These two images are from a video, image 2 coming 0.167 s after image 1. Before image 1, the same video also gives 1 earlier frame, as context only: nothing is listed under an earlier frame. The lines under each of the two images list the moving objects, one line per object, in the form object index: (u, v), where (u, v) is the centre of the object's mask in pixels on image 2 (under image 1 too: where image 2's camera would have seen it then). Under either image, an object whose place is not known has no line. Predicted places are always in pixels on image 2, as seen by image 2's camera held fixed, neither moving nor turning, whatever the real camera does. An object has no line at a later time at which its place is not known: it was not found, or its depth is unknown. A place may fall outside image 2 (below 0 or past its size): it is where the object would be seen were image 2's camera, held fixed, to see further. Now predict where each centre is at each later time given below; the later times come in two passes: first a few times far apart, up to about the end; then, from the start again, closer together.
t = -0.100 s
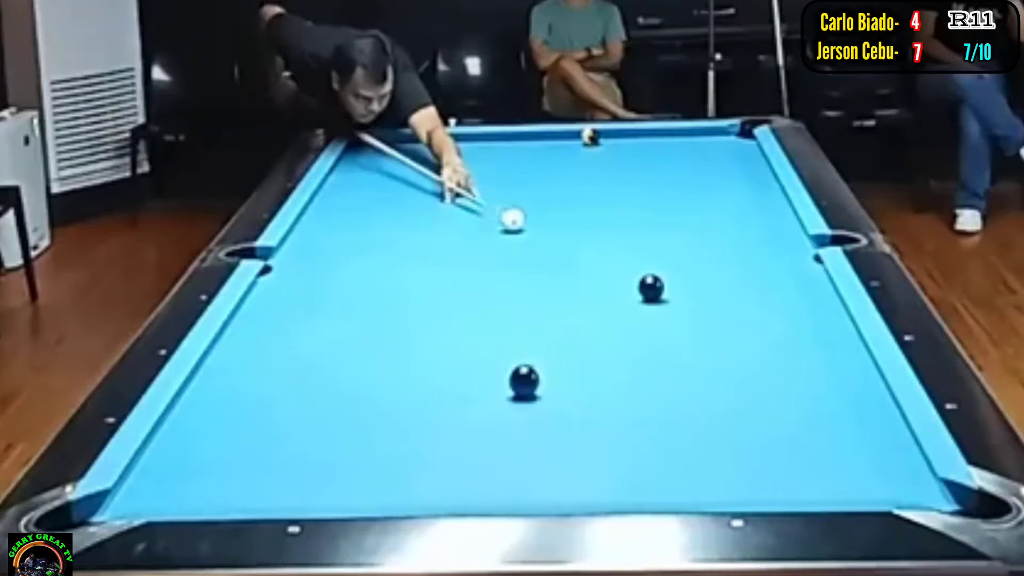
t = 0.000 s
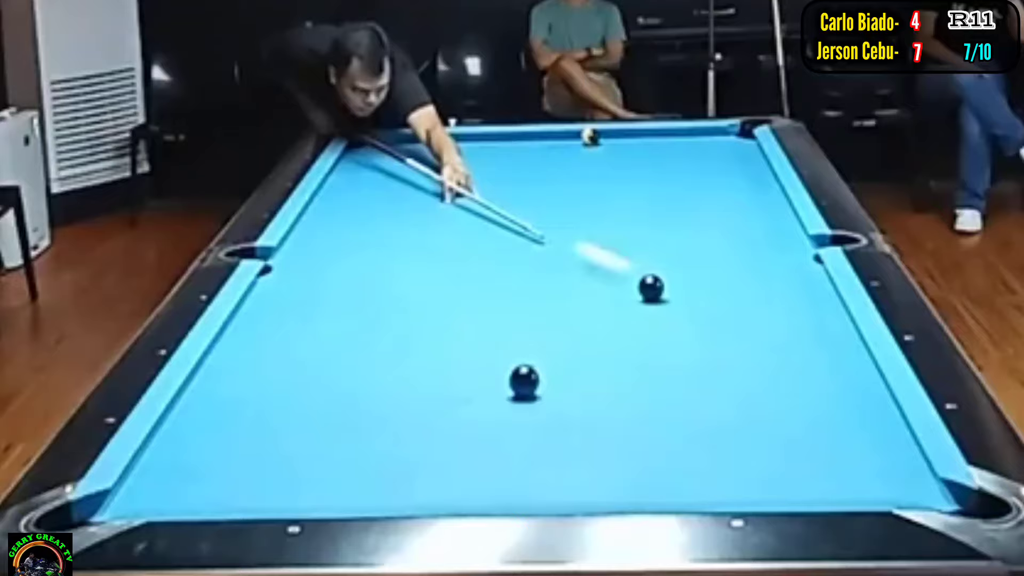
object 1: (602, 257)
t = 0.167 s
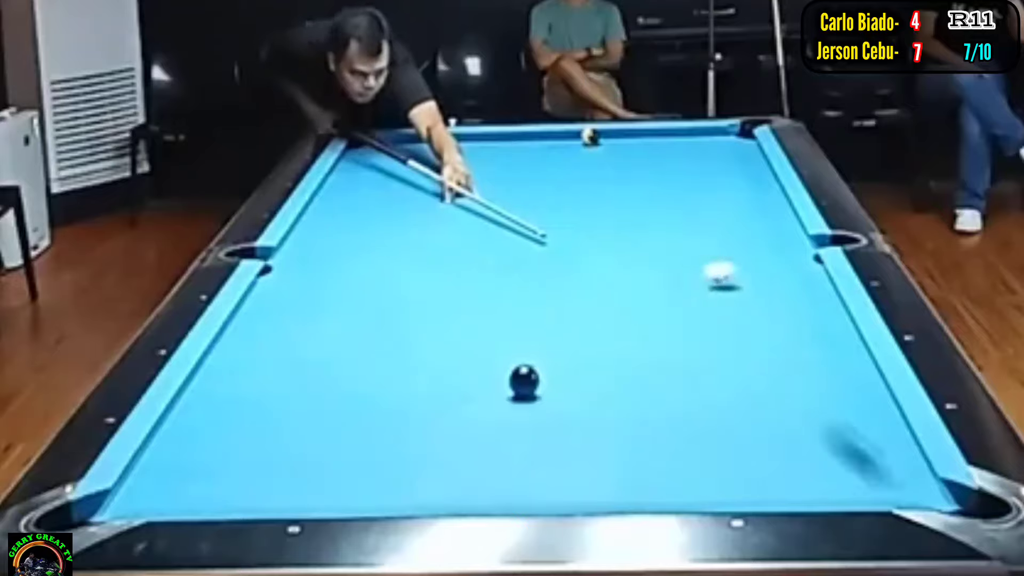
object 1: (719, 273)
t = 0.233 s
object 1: (752, 271)
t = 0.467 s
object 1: (784, 264)
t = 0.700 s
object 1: (727, 250)
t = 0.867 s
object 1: (691, 241)
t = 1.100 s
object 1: (643, 230)
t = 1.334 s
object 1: (599, 221)
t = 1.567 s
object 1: (559, 212)
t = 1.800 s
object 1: (523, 203)
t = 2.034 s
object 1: (489, 196)
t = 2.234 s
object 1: (463, 190)
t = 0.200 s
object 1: (737, 273)
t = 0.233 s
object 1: (752, 271)
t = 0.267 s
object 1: (768, 270)
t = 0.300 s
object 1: (784, 270)
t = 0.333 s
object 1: (811, 270)
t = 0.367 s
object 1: (812, 270)
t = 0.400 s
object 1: (802, 267)
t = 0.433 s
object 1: (793, 265)
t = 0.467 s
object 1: (784, 264)
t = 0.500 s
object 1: (776, 262)
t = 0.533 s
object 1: (767, 259)
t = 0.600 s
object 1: (751, 255)
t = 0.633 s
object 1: (743, 254)
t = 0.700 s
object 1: (727, 250)
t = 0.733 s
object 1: (720, 248)
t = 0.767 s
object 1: (713, 246)
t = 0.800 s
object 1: (705, 244)
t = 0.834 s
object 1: (698, 243)
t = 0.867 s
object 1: (691, 241)
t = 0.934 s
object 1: (677, 238)
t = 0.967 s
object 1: (669, 237)
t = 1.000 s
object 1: (662, 235)
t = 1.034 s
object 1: (656, 234)
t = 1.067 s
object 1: (649, 232)
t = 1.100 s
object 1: (643, 230)
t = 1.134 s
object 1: (636, 229)
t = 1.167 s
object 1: (629, 228)
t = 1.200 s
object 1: (623, 226)
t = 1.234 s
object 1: (617, 225)
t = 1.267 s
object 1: (611, 224)
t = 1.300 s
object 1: (605, 222)
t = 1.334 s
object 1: (599, 221)
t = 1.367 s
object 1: (593, 220)
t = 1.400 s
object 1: (588, 218)
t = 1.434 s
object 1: (581, 217)
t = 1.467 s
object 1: (576, 216)
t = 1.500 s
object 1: (570, 215)
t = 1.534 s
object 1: (564, 213)
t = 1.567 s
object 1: (559, 212)
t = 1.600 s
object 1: (554, 211)
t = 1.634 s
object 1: (548, 210)
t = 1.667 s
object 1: (543, 208)
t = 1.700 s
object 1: (538, 207)
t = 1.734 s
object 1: (532, 206)
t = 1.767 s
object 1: (528, 205)
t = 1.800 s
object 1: (523, 203)
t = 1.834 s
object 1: (517, 202)
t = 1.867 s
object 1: (512, 201)
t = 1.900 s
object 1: (507, 200)
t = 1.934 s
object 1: (503, 199)
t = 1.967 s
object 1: (498, 198)
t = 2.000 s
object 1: (493, 197)
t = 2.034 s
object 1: (489, 196)
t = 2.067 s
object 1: (484, 195)
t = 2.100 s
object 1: (480, 194)
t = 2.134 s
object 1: (476, 193)
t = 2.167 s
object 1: (471, 192)
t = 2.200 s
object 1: (467, 191)
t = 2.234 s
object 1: (463, 190)
